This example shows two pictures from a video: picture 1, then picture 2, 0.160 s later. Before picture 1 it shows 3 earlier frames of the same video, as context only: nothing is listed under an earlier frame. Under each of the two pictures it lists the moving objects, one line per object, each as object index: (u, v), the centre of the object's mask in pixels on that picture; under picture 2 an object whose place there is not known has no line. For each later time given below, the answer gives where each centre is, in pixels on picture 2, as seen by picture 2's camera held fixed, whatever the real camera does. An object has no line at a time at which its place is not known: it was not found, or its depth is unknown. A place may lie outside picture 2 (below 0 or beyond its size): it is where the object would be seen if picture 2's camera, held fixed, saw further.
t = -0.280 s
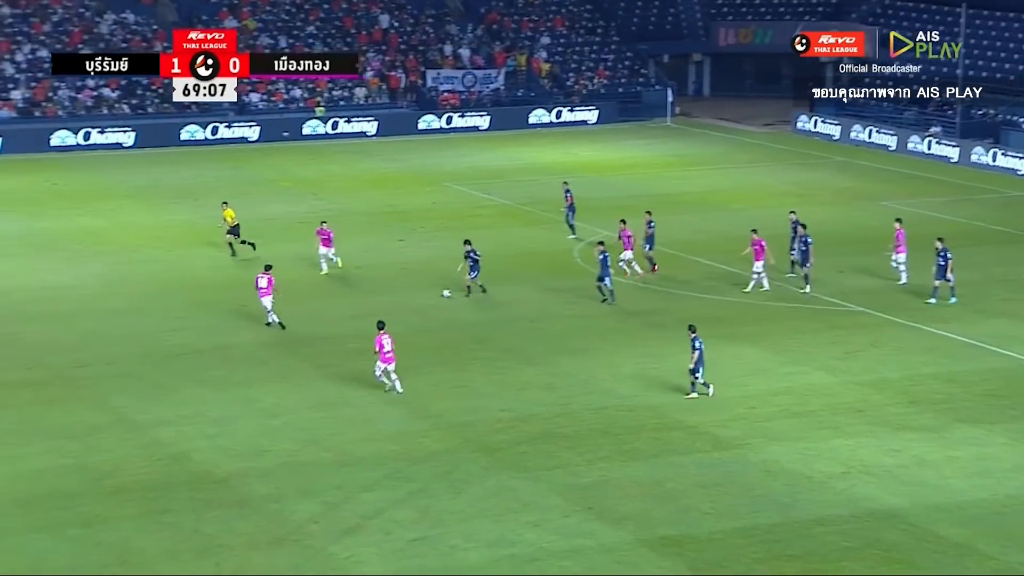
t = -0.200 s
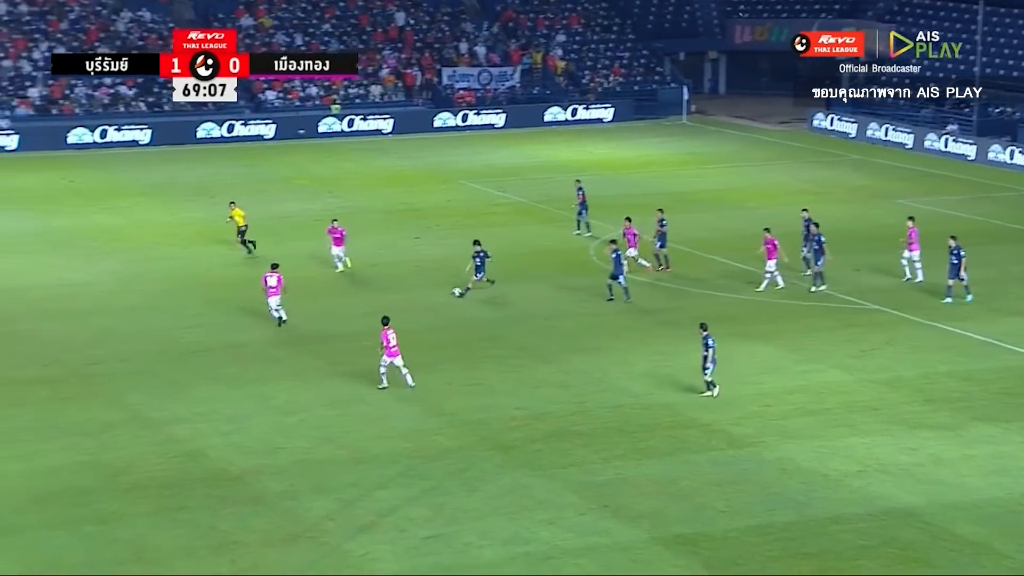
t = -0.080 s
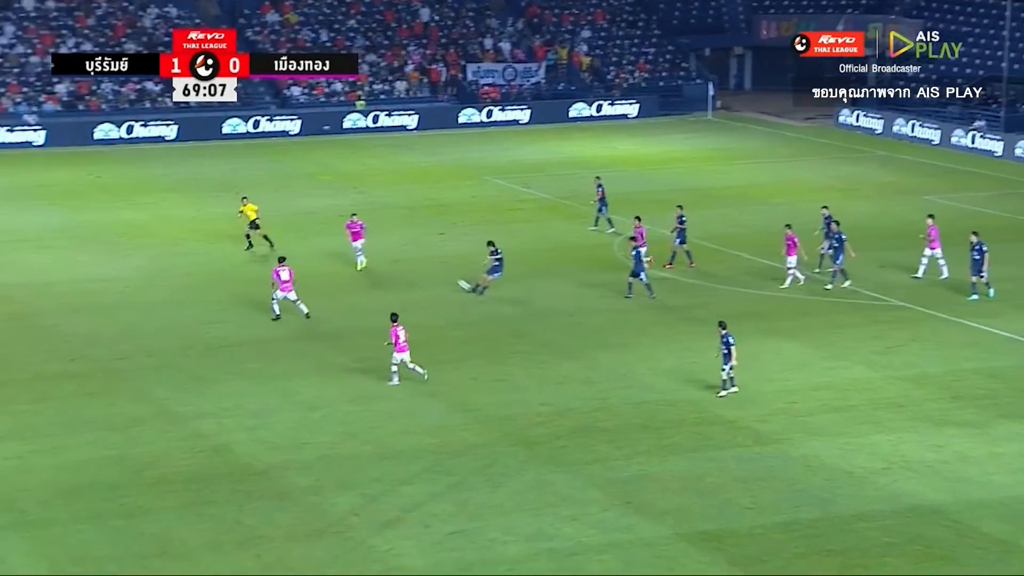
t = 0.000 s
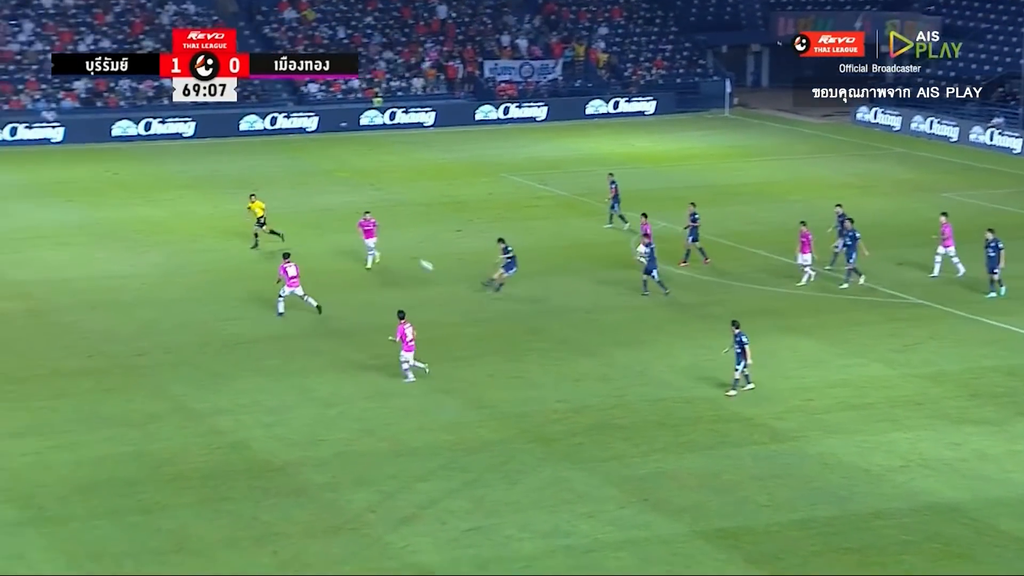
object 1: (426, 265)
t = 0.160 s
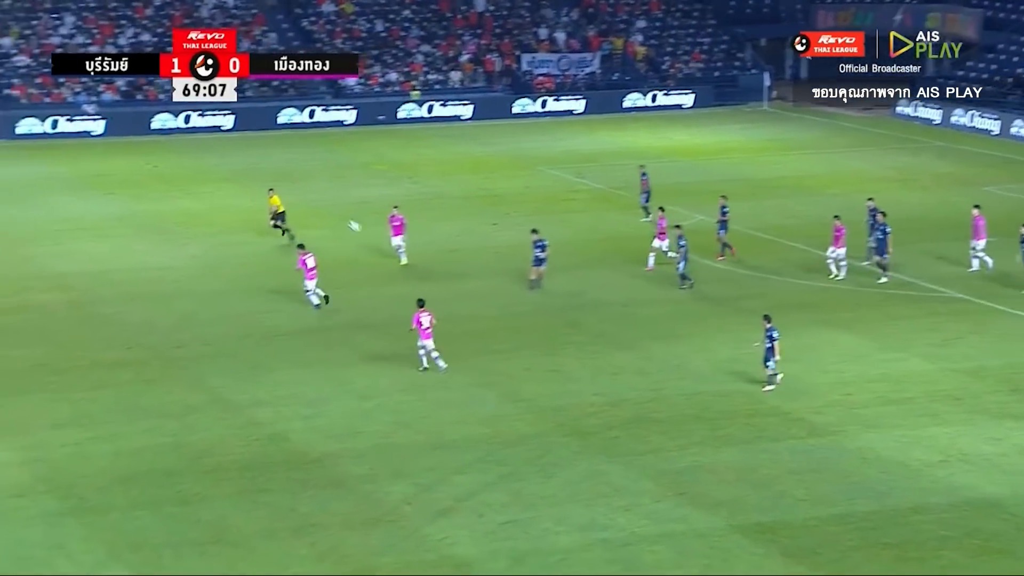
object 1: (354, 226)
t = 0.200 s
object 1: (329, 217)
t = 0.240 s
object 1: (305, 210)
